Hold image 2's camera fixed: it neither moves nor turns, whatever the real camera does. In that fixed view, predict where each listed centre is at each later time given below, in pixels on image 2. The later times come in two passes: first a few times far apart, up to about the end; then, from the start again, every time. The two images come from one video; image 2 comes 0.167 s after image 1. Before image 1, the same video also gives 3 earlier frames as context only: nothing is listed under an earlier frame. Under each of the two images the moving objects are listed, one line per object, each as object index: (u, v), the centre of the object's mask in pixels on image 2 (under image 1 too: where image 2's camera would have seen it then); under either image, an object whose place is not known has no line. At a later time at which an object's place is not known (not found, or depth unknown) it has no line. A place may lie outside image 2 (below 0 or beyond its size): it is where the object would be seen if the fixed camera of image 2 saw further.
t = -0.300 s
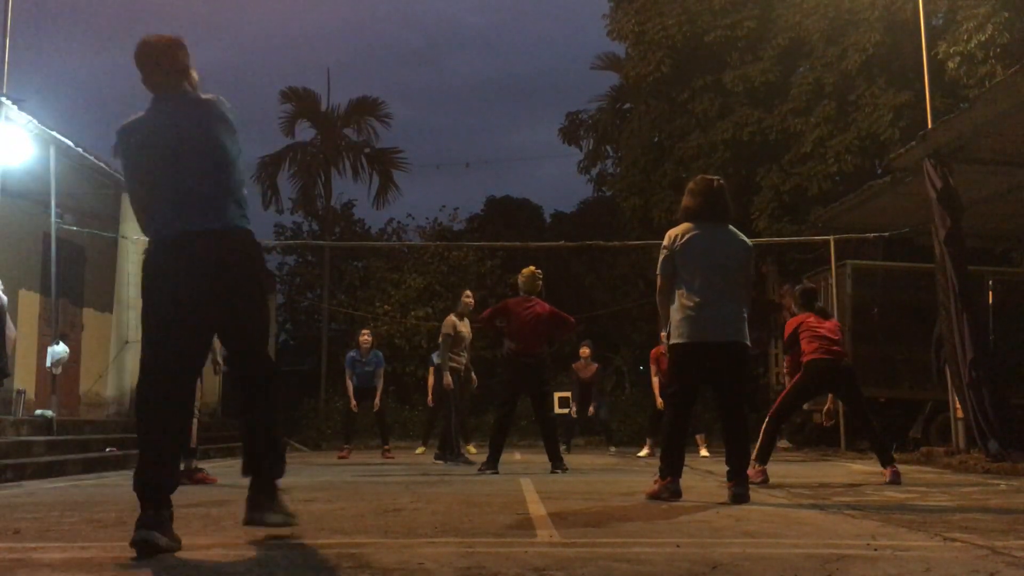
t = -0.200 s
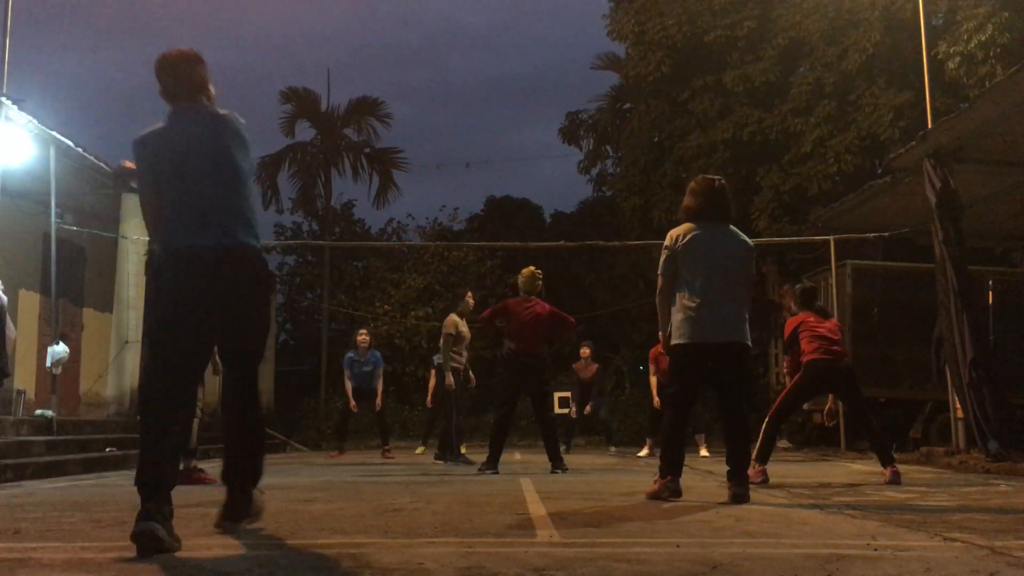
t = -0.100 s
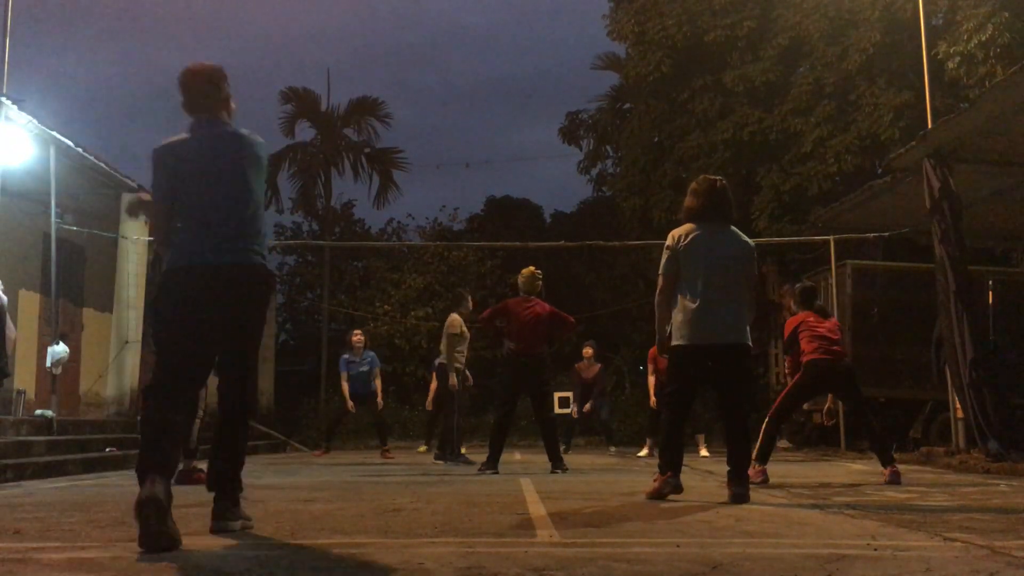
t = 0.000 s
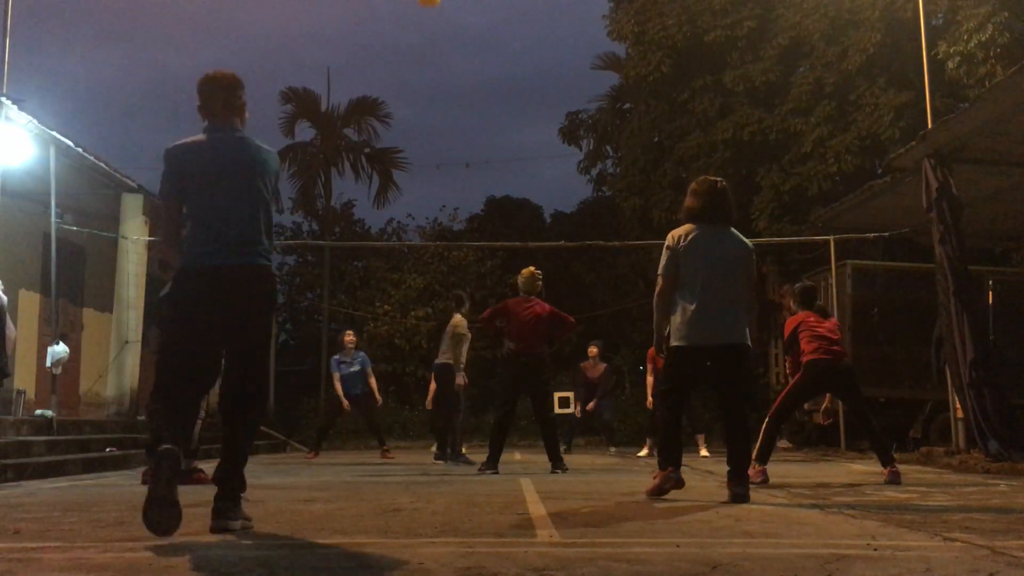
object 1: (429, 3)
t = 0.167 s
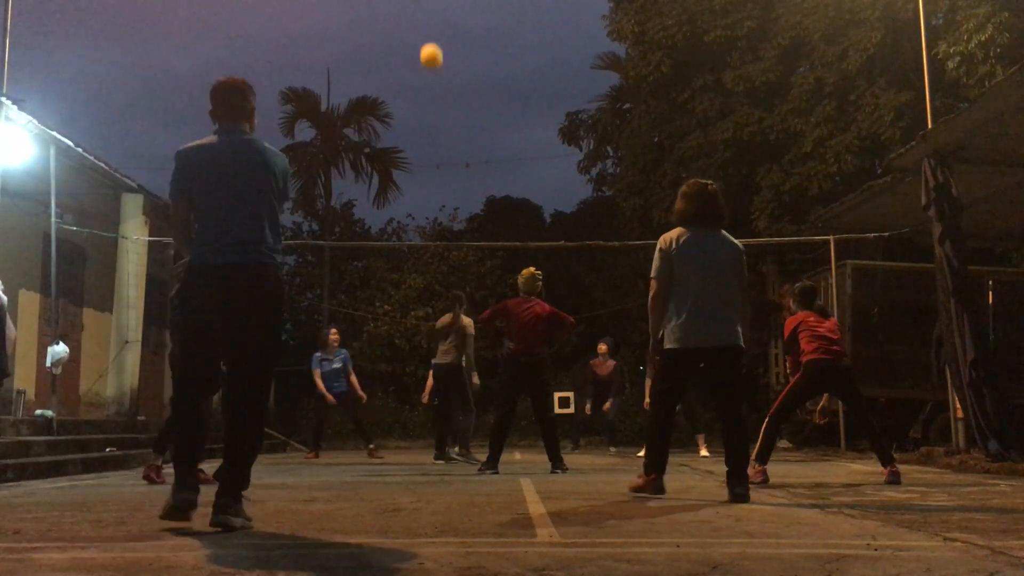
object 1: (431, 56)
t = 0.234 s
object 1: (432, 84)
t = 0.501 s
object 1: (434, 207)
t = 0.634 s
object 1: (435, 278)
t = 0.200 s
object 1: (431, 70)
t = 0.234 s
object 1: (432, 84)
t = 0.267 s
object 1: (433, 98)
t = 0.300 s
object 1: (433, 113)
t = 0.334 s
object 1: (433, 128)
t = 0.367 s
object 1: (433, 143)
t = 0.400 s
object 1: (433, 159)
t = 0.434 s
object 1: (434, 174)
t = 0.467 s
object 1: (434, 191)
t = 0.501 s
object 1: (434, 207)
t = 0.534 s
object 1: (434, 226)
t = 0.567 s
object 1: (434, 242)
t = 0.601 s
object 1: (434, 259)
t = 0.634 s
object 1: (435, 278)
